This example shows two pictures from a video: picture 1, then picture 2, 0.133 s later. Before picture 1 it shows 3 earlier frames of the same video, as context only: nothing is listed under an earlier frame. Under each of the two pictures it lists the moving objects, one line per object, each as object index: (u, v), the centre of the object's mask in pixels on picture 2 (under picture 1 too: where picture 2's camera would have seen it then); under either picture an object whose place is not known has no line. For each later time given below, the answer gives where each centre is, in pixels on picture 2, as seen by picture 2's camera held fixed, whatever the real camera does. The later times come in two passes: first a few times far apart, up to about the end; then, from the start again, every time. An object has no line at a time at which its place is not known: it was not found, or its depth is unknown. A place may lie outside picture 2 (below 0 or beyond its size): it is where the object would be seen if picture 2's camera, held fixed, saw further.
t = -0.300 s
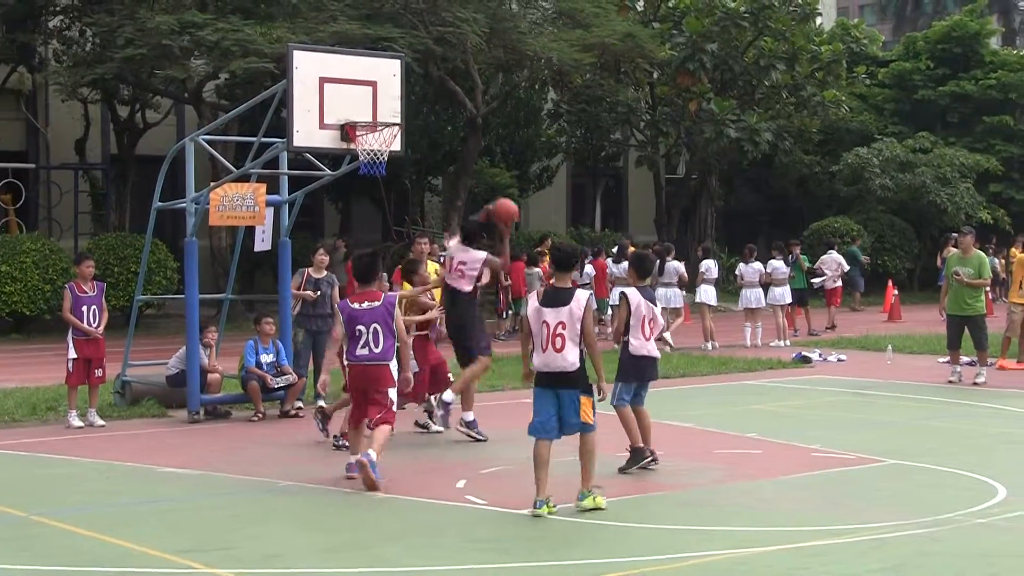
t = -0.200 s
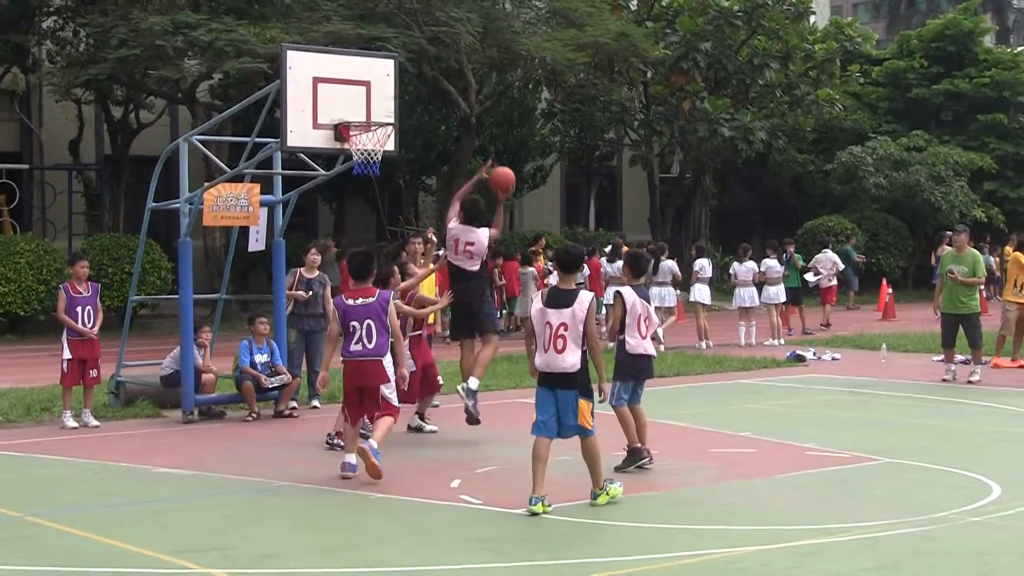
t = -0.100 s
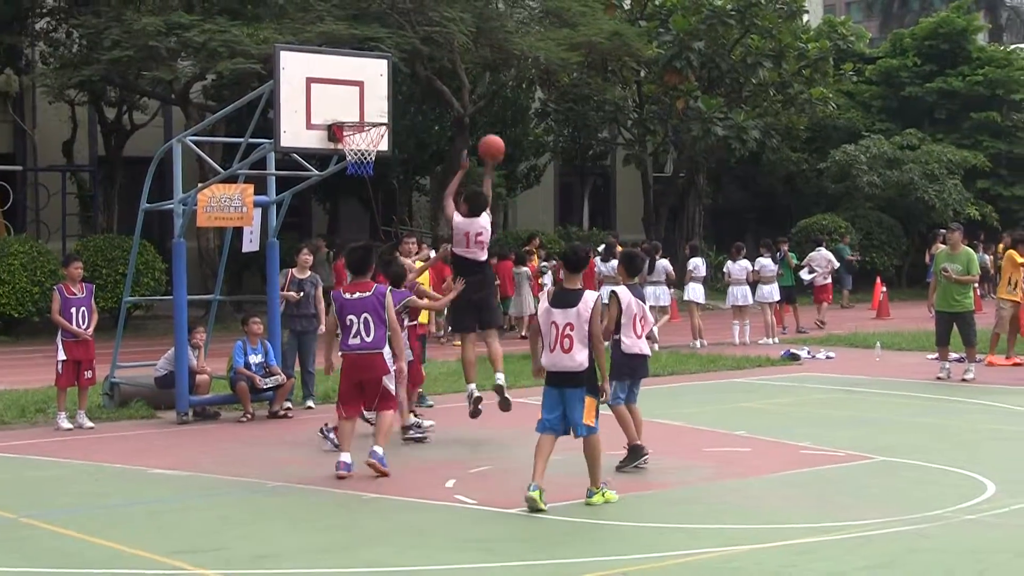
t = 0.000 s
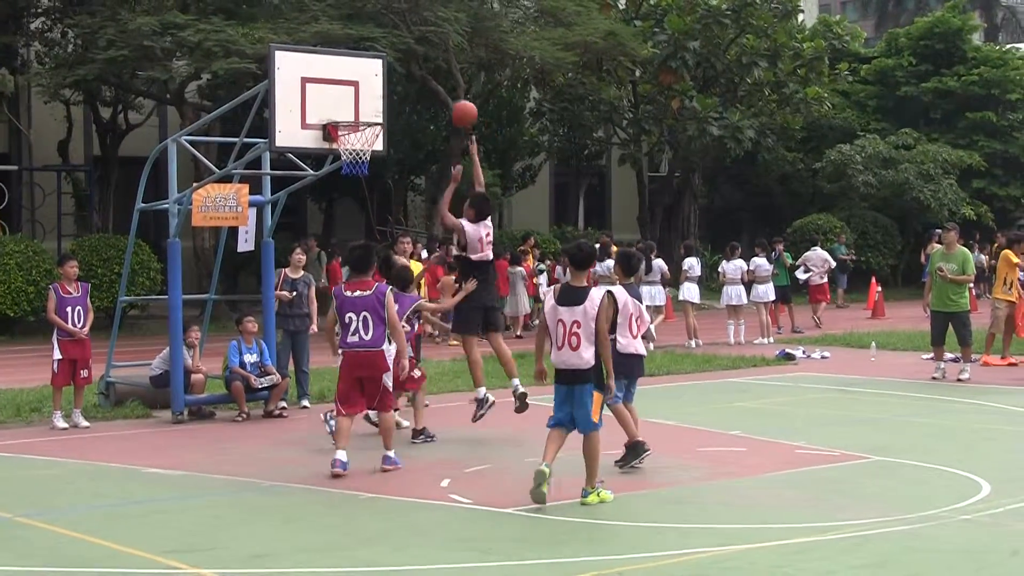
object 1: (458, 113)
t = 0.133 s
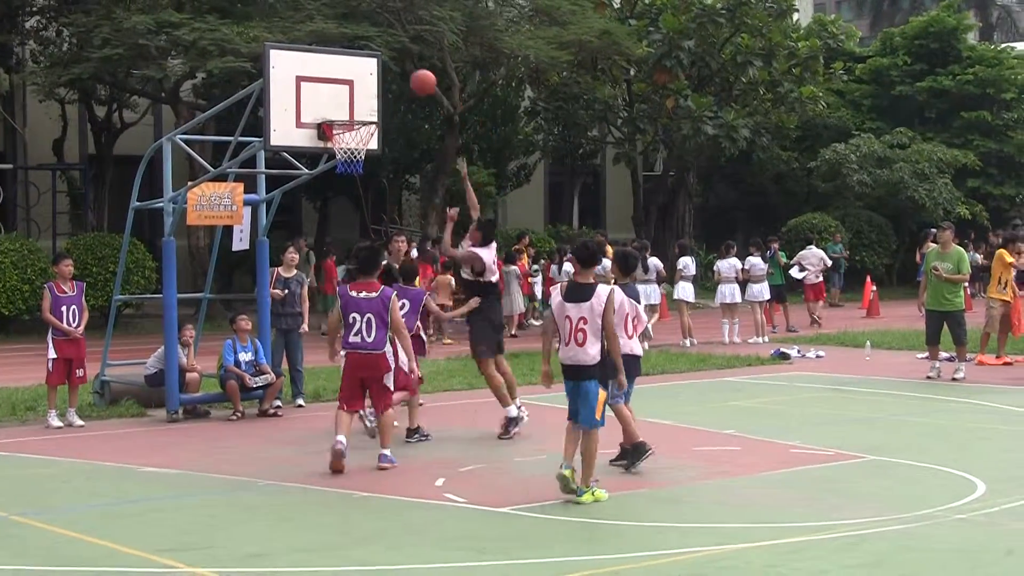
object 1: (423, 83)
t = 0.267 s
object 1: (388, 73)
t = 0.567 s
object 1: (362, 115)
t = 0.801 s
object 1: (362, 162)
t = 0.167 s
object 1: (414, 79)
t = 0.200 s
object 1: (406, 75)
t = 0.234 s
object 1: (397, 74)
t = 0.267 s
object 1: (388, 73)
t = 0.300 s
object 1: (379, 74)
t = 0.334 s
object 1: (370, 77)
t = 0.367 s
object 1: (360, 80)
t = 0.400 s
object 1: (353, 85)
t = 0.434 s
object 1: (350, 89)
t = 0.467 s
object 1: (353, 94)
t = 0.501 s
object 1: (356, 100)
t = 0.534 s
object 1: (358, 107)
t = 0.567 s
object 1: (362, 115)
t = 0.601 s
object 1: (364, 126)
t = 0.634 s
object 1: (367, 137)
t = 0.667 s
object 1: (370, 142)
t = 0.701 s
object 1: (368, 149)
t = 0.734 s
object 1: (367, 152)
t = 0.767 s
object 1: (364, 158)
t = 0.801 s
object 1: (362, 162)
